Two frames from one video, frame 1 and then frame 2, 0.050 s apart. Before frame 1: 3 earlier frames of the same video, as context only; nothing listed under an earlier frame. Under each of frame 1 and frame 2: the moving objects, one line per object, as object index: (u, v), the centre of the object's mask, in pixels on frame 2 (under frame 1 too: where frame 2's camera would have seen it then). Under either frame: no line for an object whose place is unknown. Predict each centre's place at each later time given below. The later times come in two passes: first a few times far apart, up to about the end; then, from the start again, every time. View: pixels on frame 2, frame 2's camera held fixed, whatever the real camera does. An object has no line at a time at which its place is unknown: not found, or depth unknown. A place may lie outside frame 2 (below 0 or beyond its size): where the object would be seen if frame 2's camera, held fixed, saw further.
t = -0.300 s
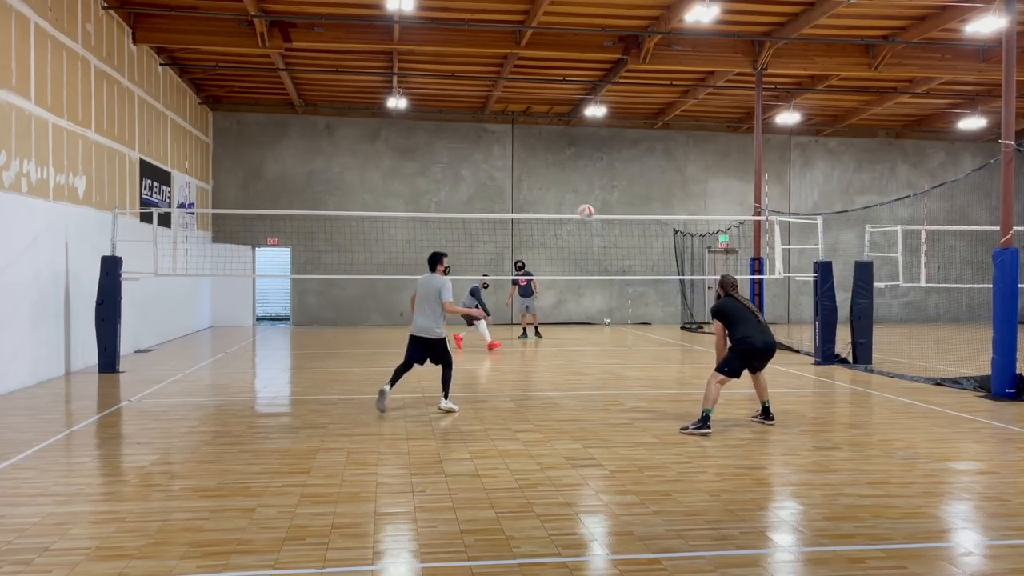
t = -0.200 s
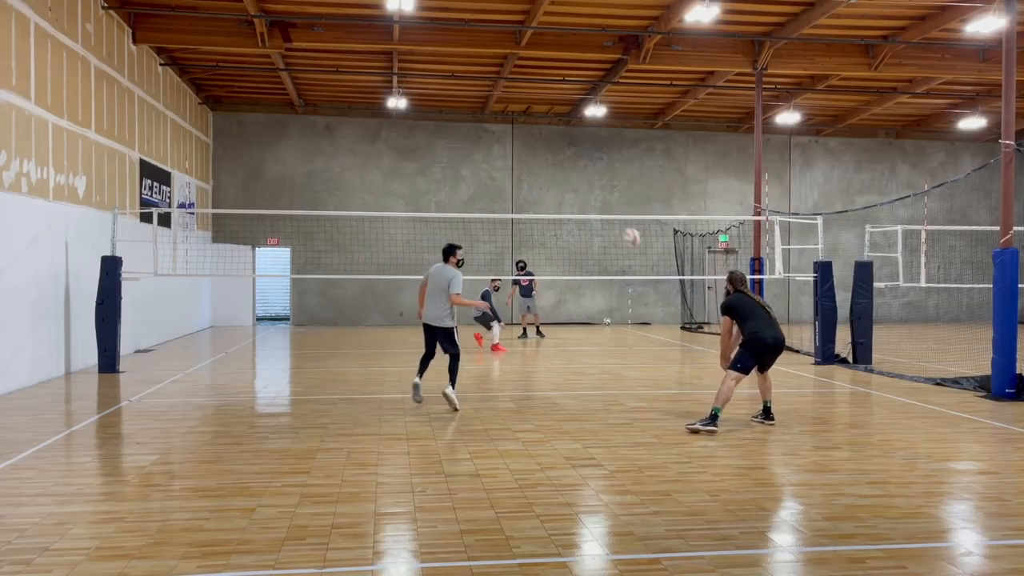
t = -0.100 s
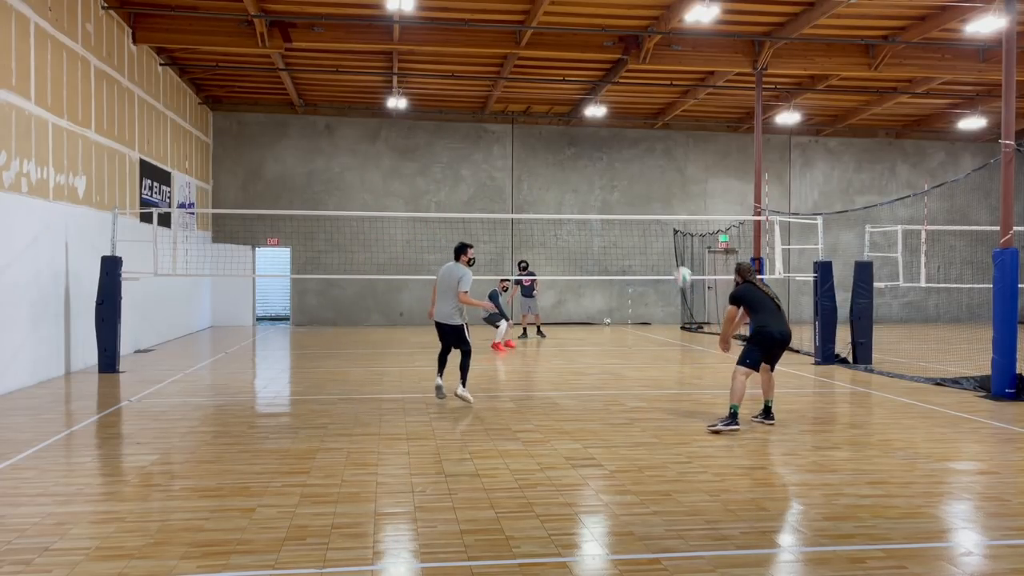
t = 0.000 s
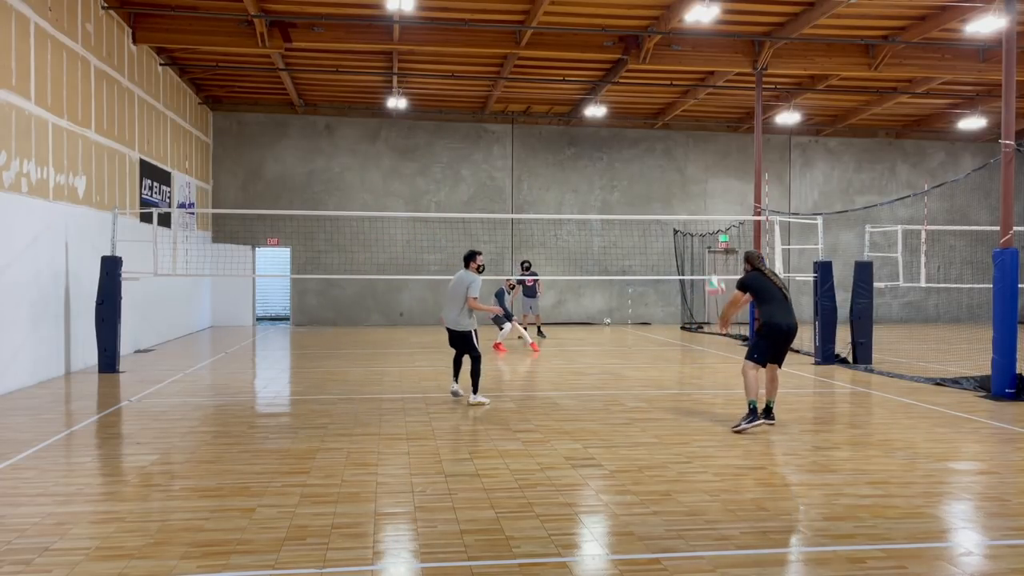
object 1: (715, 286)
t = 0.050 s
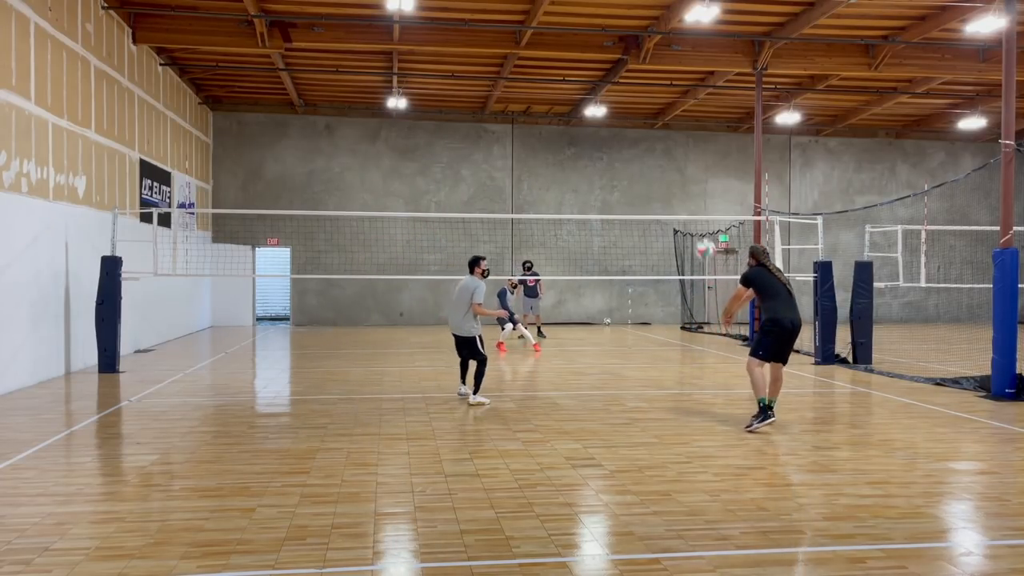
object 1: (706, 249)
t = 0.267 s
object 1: (668, 125)
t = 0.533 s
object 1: (627, 36)
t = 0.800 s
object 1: (588, 9)
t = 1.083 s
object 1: (548, 47)
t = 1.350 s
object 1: (513, 139)
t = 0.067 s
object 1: (702, 238)
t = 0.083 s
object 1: (699, 228)
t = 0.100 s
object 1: (696, 215)
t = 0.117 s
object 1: (694, 206)
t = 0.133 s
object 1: (690, 196)
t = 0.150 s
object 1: (688, 186)
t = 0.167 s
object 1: (685, 176)
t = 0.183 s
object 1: (682, 167)
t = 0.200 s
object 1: (679, 158)
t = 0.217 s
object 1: (676, 150)
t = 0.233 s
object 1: (674, 142)
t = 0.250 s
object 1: (671, 133)
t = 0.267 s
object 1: (668, 125)
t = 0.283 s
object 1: (666, 118)
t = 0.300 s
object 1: (663, 111)
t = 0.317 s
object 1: (661, 103)
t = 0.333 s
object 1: (658, 97)
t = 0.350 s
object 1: (655, 90)
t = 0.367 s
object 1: (653, 84)
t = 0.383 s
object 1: (650, 78)
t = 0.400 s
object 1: (647, 72)
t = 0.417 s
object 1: (645, 66)
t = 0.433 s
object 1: (642, 61)
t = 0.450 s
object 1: (639, 56)
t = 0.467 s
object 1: (637, 51)
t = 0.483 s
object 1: (634, 47)
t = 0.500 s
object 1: (631, 43)
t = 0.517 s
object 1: (629, 39)
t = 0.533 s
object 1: (627, 36)
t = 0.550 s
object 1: (624, 32)
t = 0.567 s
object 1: (622, 29)
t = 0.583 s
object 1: (619, 26)
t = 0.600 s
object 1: (617, 23)
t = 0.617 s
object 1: (614, 21)
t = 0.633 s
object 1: (612, 19)
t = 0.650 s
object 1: (609, 17)
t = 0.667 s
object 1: (607, 15)
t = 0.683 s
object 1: (604, 13)
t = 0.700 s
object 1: (602, 12)
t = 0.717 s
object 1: (600, 10)
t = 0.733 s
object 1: (597, 10)
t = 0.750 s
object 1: (595, 10)
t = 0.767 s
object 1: (593, 9)
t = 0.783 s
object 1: (590, 9)
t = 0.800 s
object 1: (588, 9)
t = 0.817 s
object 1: (585, 9)
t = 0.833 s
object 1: (583, 10)
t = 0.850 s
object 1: (581, 11)
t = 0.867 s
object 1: (578, 12)
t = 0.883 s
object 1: (576, 14)
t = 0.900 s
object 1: (573, 15)
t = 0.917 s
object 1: (571, 17)
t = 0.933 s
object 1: (569, 19)
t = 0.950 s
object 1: (566, 21)
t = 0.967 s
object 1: (564, 24)
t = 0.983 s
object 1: (562, 27)
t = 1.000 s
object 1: (560, 29)
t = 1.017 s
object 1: (557, 32)
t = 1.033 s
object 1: (555, 36)
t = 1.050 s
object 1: (553, 39)
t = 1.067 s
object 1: (550, 43)
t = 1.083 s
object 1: (548, 47)
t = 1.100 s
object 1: (546, 51)
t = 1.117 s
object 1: (544, 55)
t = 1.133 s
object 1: (541, 60)
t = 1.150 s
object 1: (539, 65)
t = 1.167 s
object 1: (537, 70)
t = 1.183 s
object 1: (535, 75)
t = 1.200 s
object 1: (533, 81)
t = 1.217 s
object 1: (531, 86)
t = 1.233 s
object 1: (528, 93)
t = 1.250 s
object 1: (526, 99)
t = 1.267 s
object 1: (524, 105)
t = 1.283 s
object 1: (521, 111)
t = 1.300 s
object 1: (519, 118)
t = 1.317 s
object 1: (518, 125)
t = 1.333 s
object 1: (515, 132)
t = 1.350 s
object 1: (513, 139)
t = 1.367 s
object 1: (511, 146)
